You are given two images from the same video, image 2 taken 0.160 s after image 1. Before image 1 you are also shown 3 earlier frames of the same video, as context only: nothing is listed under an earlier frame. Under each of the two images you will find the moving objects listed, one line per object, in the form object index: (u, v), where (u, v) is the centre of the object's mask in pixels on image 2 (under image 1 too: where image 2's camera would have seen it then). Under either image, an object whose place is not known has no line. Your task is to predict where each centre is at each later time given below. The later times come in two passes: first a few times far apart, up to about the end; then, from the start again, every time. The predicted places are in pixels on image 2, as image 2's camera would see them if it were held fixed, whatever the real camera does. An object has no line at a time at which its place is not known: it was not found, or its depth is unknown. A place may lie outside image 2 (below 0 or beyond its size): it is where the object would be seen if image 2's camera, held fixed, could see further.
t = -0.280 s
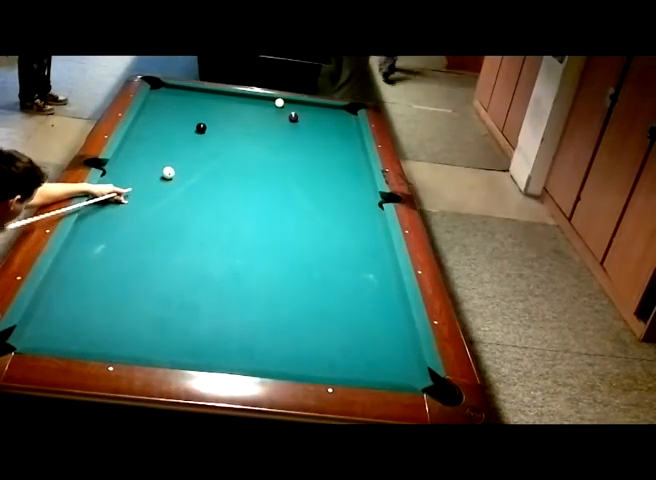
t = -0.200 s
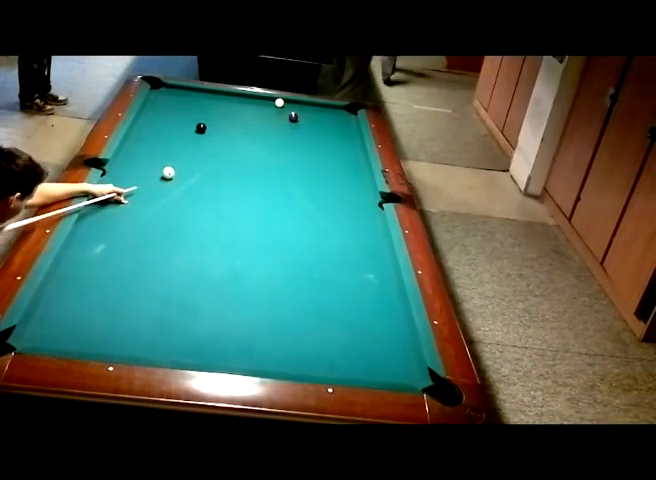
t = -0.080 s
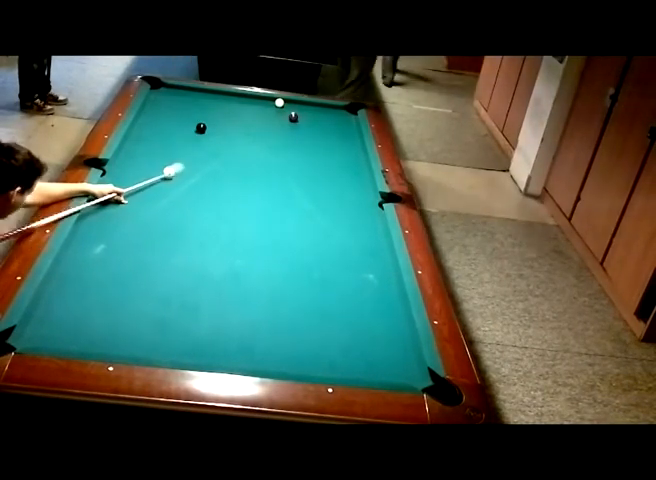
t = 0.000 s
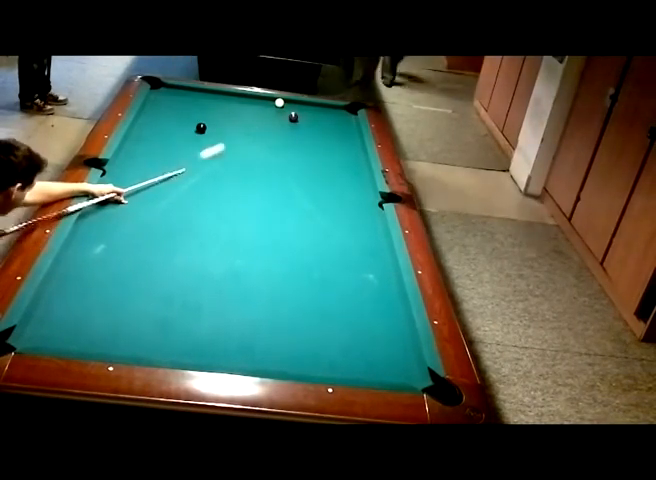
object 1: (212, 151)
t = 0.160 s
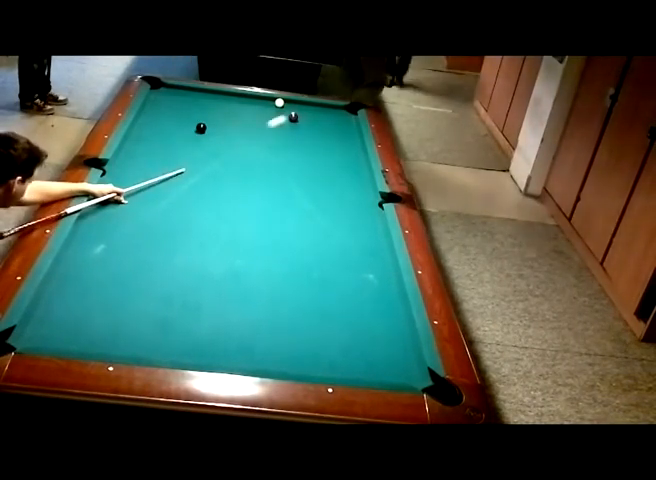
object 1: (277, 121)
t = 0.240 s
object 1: (280, 114)
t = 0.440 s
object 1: (262, 103)
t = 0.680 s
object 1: (243, 97)
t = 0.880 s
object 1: (225, 99)
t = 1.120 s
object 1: (203, 102)
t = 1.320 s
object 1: (184, 105)
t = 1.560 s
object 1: (162, 108)
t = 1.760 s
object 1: (143, 110)
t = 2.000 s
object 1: (152, 116)
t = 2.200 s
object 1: (159, 122)
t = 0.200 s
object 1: (284, 116)
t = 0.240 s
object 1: (280, 114)
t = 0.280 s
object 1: (276, 111)
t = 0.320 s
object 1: (272, 109)
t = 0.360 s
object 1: (269, 107)
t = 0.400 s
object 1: (266, 105)
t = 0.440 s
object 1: (262, 103)
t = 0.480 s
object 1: (259, 101)
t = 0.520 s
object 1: (256, 99)
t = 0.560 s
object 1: (253, 97)
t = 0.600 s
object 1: (250, 96)
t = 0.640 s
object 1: (246, 97)
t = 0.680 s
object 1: (243, 97)
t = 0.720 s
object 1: (239, 97)
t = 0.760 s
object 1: (235, 98)
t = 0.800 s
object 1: (232, 98)
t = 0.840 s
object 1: (228, 99)
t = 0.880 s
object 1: (225, 99)
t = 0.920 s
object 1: (221, 100)
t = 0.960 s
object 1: (217, 100)
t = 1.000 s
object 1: (214, 101)
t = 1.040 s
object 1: (210, 101)
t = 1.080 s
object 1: (206, 102)
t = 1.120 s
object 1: (203, 102)
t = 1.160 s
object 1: (199, 103)
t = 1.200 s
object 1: (195, 103)
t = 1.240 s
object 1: (192, 104)
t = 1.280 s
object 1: (188, 104)
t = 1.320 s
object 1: (184, 105)
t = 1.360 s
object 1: (180, 105)
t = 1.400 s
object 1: (177, 106)
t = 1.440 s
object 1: (173, 106)
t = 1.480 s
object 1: (169, 107)
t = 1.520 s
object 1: (166, 107)
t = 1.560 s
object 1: (162, 108)
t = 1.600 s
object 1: (158, 108)
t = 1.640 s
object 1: (154, 109)
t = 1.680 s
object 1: (150, 109)
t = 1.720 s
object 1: (147, 110)
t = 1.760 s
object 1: (143, 110)
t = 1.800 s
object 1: (144, 111)
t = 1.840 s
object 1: (145, 112)
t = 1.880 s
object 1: (147, 113)
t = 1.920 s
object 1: (149, 114)
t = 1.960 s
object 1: (150, 115)
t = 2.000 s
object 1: (152, 116)
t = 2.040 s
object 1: (153, 118)
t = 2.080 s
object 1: (155, 118)
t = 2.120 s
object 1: (156, 119)
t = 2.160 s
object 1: (158, 121)
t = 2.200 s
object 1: (159, 122)
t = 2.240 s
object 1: (161, 122)
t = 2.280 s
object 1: (162, 123)
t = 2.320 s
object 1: (163, 125)
